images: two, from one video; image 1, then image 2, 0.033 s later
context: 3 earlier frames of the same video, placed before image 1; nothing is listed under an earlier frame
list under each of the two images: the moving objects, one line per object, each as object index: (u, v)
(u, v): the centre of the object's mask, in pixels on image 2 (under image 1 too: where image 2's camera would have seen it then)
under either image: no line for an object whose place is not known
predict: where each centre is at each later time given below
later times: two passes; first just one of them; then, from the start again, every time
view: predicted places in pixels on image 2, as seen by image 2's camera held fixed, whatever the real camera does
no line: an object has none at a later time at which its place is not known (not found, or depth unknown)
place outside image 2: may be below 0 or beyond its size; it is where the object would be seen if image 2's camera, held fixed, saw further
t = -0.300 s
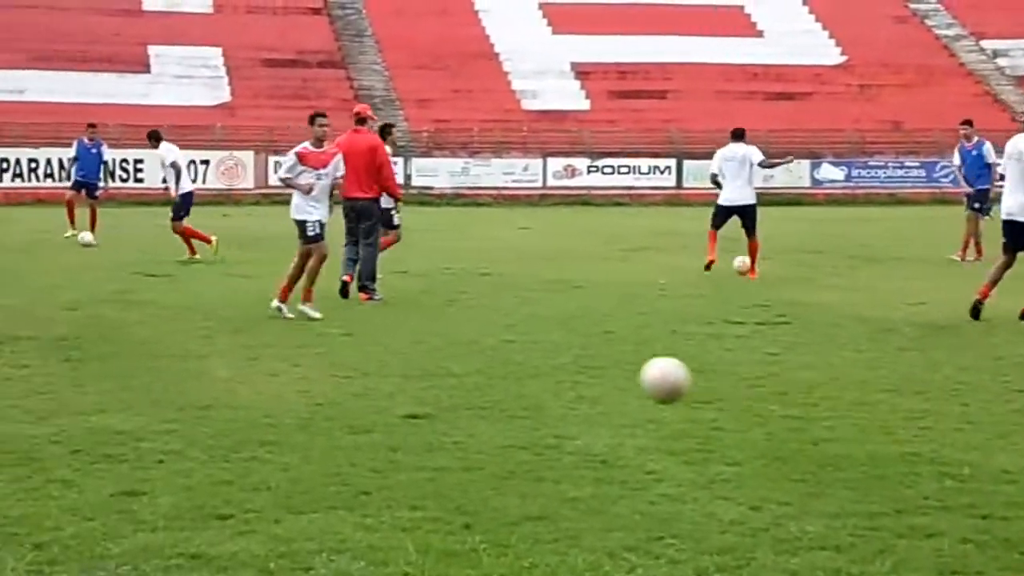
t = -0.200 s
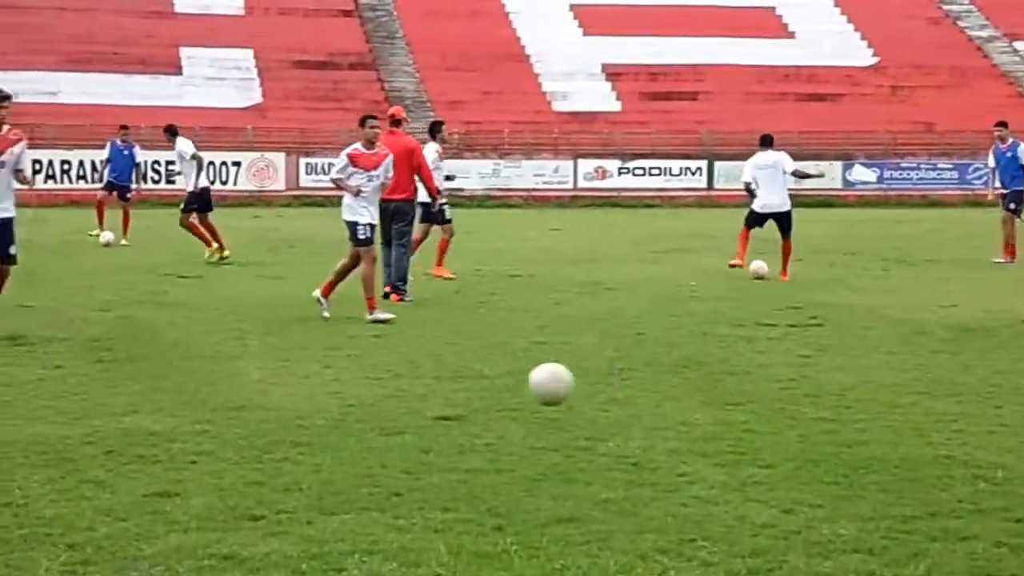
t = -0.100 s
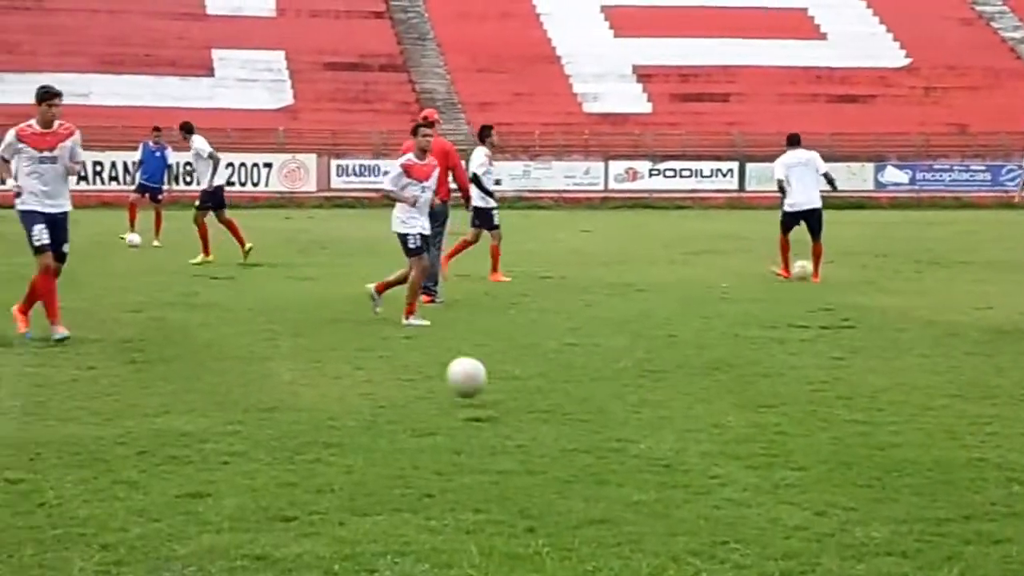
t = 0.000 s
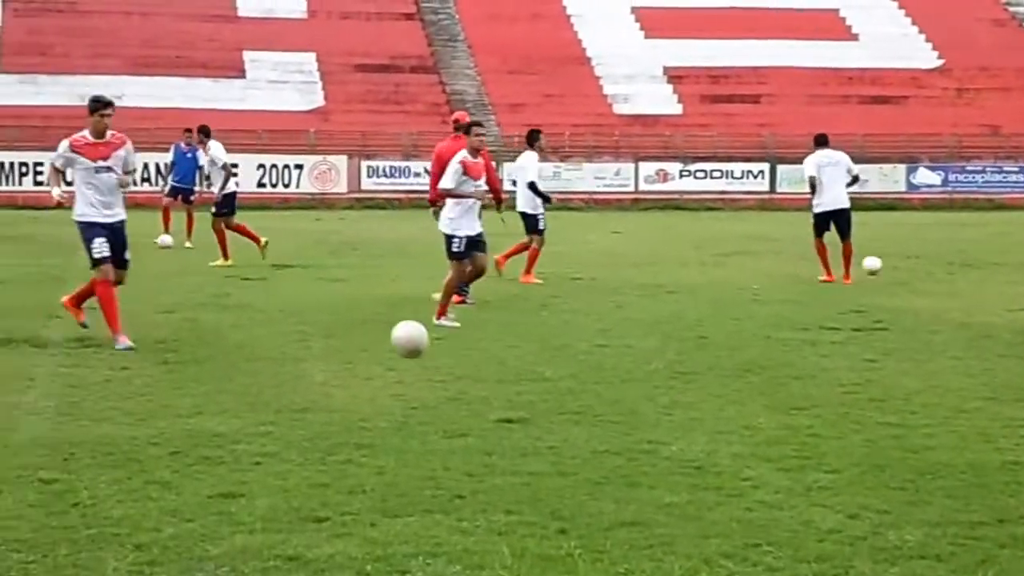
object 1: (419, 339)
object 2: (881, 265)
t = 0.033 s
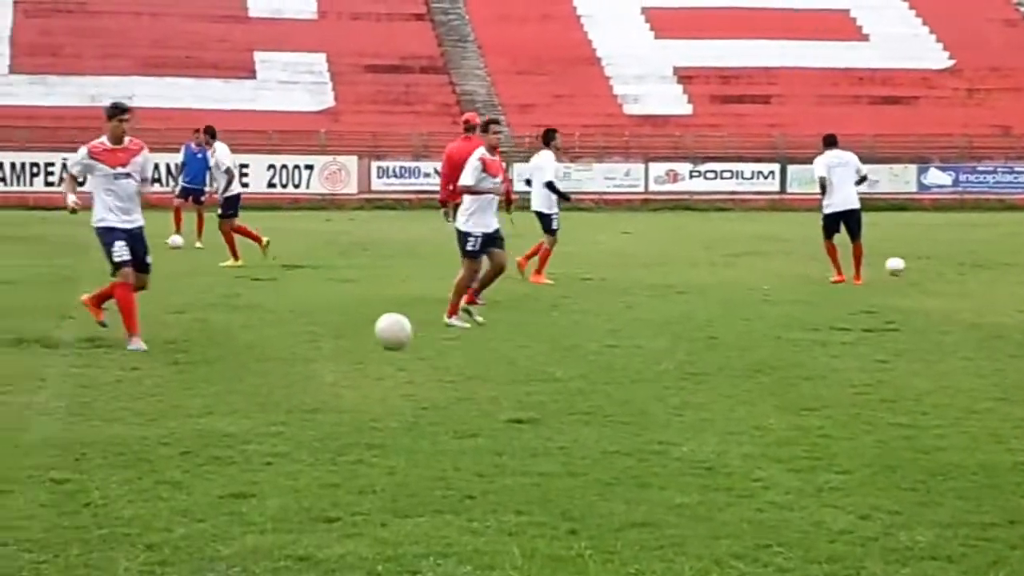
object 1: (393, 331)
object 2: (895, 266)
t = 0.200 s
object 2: (955, 258)
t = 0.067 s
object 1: (368, 325)
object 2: (909, 267)
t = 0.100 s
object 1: (344, 321)
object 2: (922, 269)
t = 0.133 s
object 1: (321, 320)
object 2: (933, 265)
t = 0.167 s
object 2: (944, 261)
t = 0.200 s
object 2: (955, 258)
